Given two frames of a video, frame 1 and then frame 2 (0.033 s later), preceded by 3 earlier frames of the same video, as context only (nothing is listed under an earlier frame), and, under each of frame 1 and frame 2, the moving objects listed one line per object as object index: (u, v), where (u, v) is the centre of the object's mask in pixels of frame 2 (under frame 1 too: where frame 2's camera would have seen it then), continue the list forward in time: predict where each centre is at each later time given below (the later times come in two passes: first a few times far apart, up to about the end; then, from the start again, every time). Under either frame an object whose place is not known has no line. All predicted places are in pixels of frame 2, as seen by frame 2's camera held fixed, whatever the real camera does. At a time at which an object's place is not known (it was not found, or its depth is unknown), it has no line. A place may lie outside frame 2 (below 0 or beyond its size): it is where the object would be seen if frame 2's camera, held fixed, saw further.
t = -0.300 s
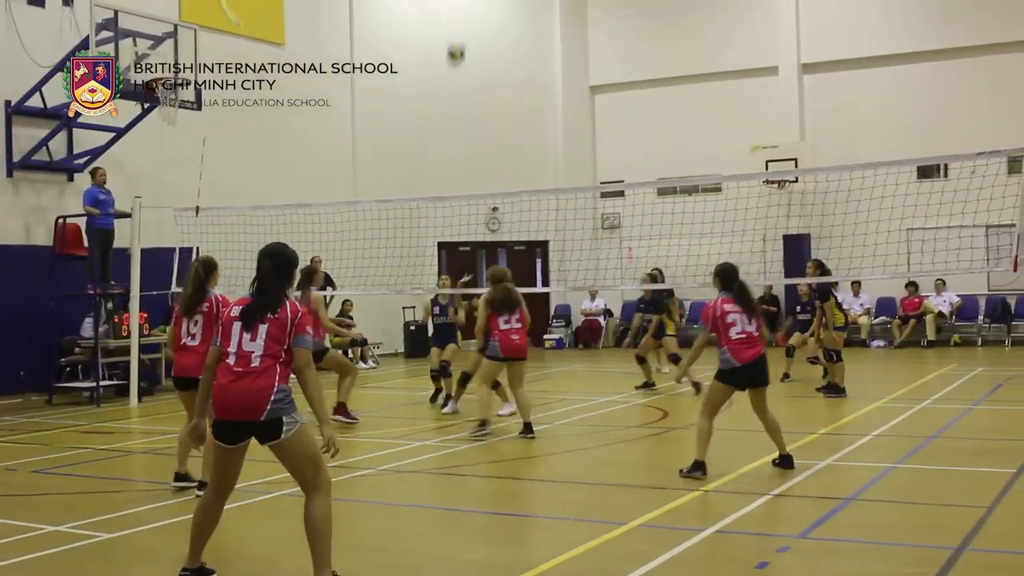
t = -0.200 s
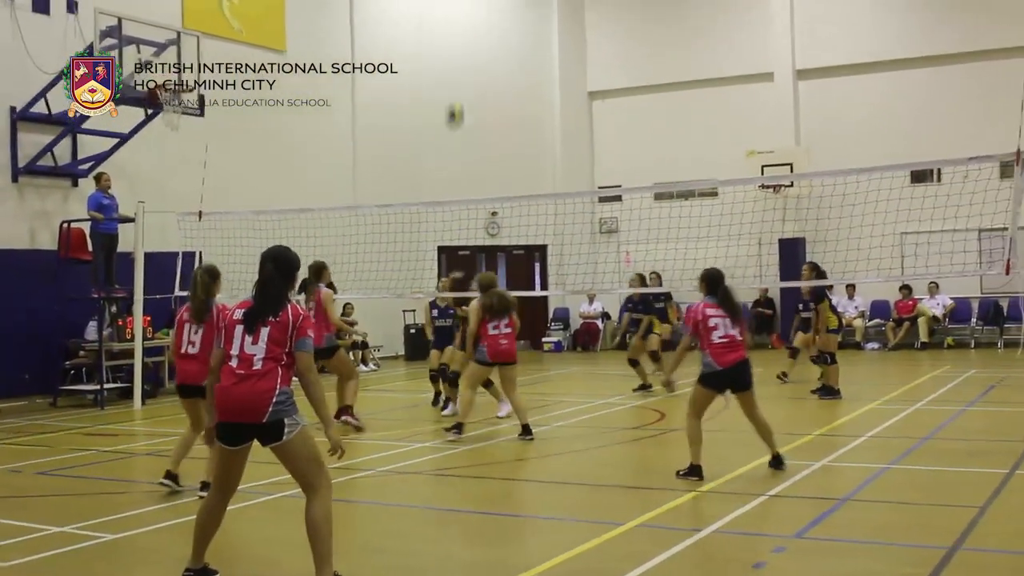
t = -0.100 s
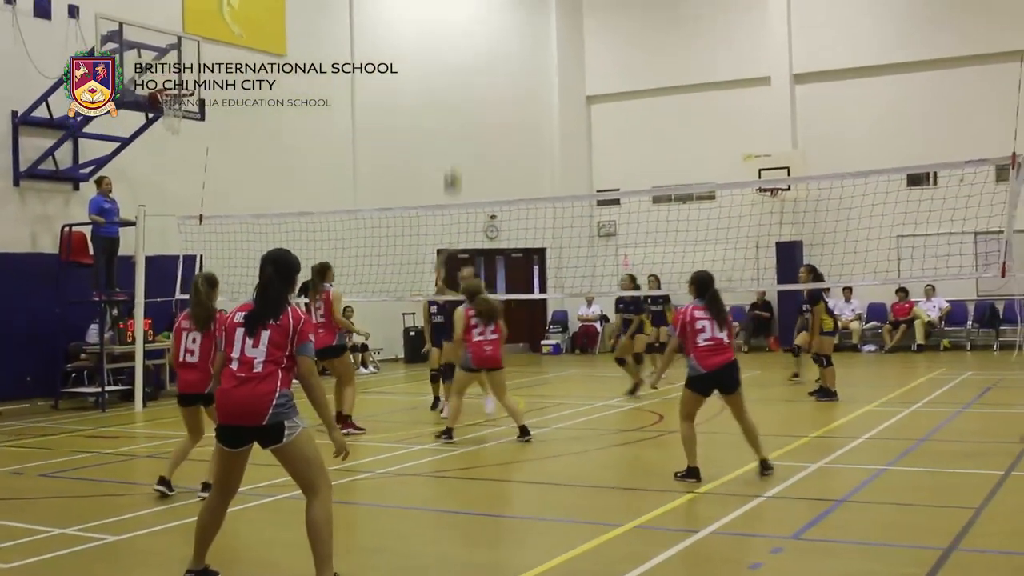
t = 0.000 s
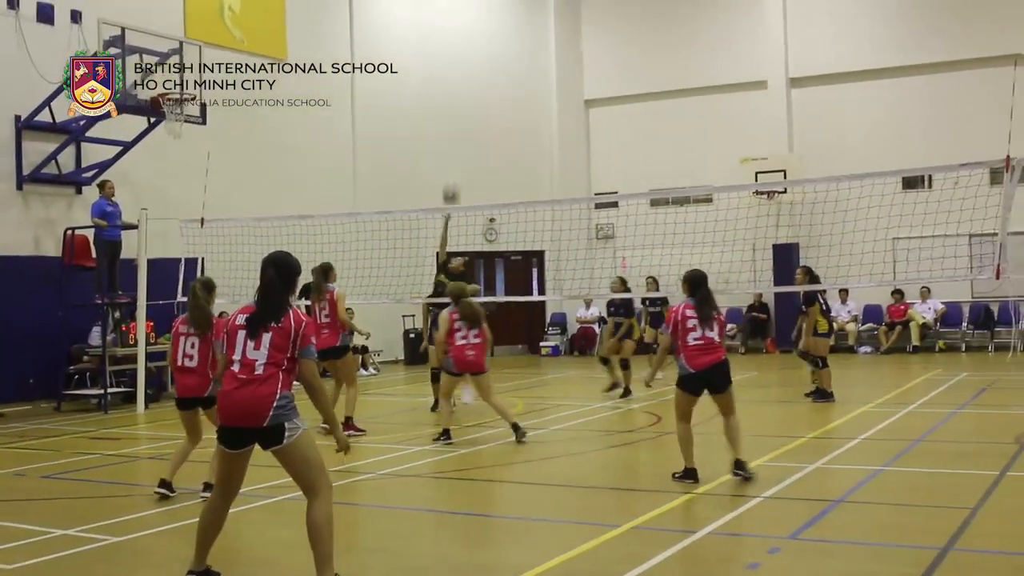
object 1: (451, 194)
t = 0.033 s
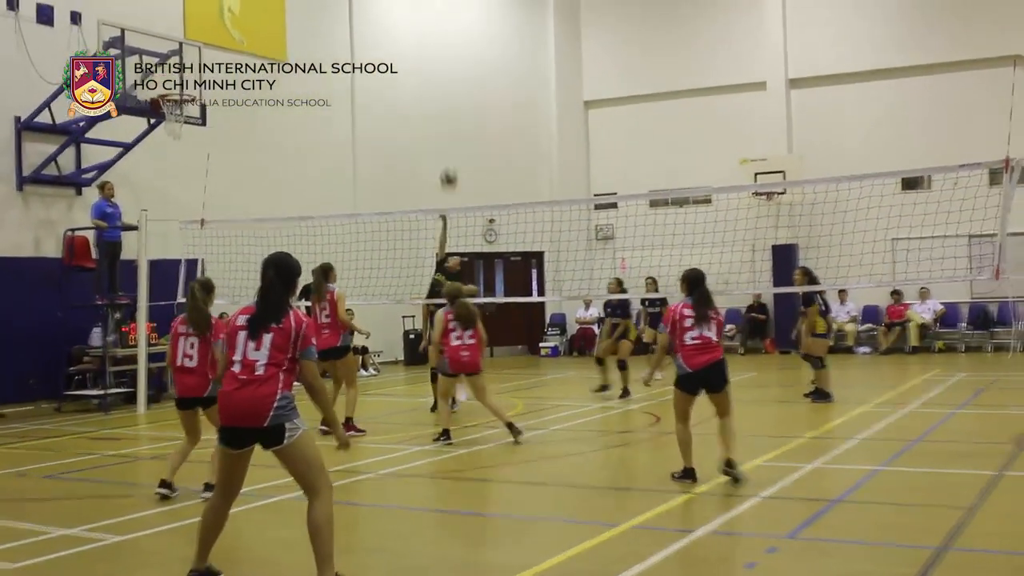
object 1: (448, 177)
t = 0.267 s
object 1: (437, 79)
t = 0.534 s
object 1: (426, 28)
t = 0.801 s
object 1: (417, 39)
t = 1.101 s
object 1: (411, 125)
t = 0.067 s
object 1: (447, 161)
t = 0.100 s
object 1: (445, 145)
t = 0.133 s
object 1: (443, 129)
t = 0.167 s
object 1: (442, 116)
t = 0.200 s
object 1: (440, 103)
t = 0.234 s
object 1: (438, 89)
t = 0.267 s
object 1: (437, 79)
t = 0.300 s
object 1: (436, 70)
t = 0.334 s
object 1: (434, 60)
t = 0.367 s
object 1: (433, 52)
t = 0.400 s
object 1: (431, 46)
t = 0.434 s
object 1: (430, 40)
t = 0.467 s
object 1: (428, 35)
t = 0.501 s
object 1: (427, 31)
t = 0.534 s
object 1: (426, 28)
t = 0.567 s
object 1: (425, 26)
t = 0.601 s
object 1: (424, 25)
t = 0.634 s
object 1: (422, 25)
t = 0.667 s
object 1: (421, 26)
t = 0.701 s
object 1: (420, 27)
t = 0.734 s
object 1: (419, 30)
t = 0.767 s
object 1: (418, 34)
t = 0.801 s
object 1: (417, 39)
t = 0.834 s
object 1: (416, 44)
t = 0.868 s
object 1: (415, 50)
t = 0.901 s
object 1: (415, 58)
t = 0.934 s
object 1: (414, 68)
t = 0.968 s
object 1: (413, 76)
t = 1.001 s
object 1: (413, 88)
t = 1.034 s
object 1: (412, 99)
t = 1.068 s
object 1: (411, 112)
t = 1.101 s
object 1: (411, 125)
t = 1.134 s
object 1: (410, 138)
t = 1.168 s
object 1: (410, 154)
